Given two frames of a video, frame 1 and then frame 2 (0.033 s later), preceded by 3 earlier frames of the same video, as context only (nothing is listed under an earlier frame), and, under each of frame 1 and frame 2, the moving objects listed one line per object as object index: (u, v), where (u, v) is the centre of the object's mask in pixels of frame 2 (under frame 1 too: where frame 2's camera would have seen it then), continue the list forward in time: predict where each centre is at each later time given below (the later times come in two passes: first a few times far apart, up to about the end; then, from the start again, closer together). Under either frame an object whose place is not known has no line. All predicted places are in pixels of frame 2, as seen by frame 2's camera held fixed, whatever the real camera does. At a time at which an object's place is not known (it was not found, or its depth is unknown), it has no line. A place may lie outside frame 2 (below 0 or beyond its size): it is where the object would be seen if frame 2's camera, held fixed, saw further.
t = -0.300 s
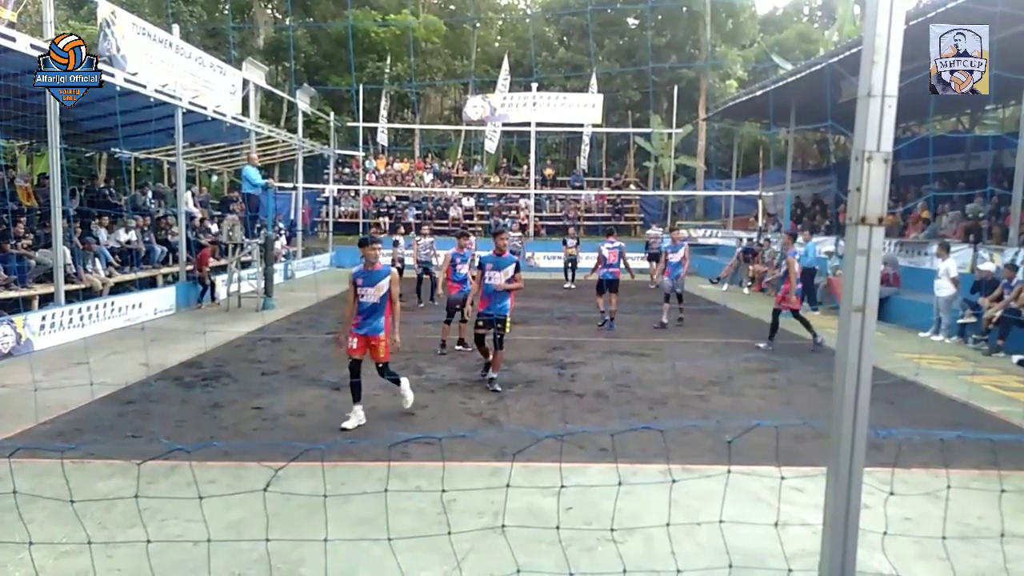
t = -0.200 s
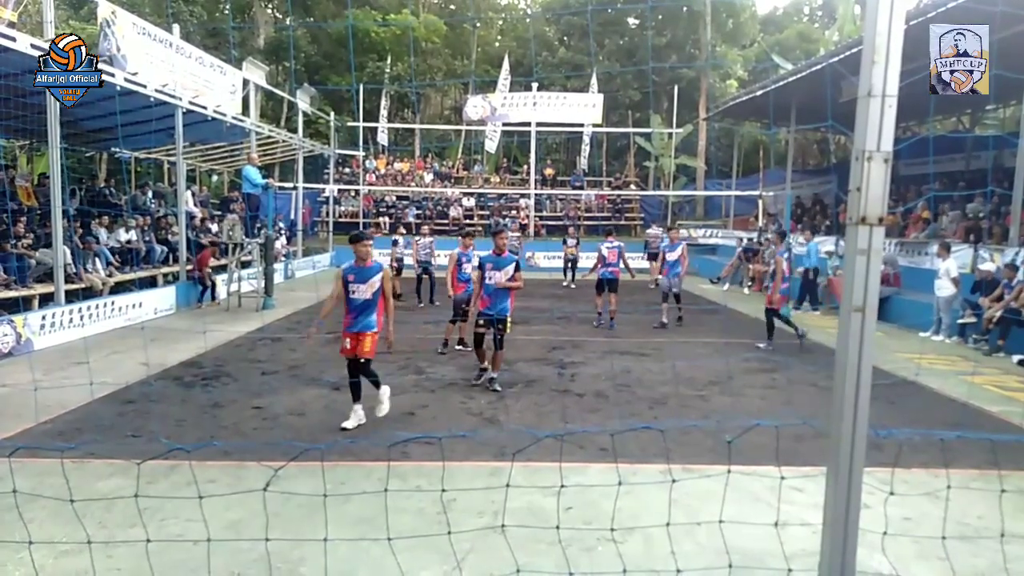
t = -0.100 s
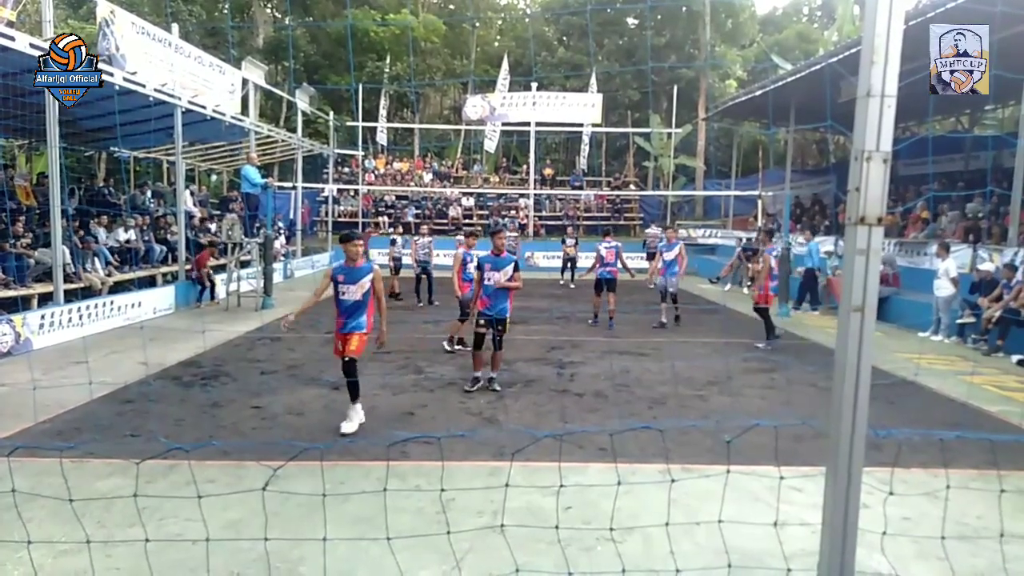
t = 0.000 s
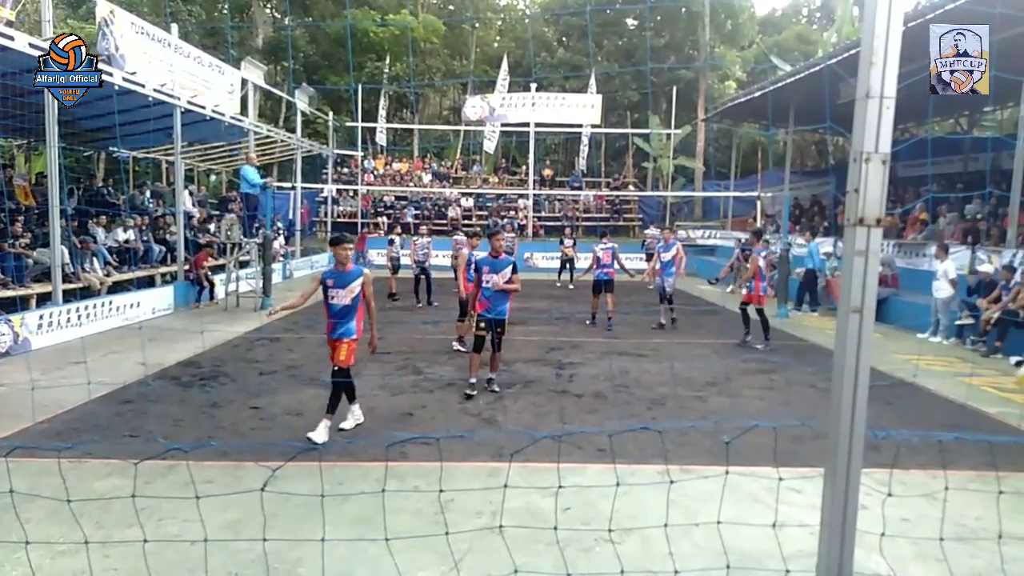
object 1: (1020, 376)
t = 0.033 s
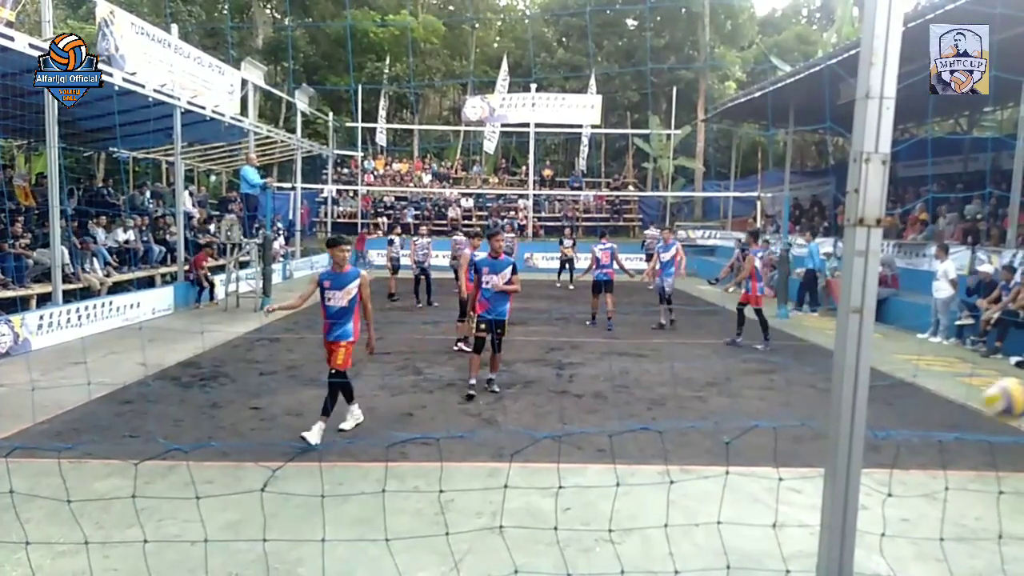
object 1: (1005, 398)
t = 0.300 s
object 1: (792, 494)
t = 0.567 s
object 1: (690, 358)
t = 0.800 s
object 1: (602, 341)
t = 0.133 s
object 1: (906, 471)
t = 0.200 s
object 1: (860, 532)
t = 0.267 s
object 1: (802, 519)
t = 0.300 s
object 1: (792, 494)
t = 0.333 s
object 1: (778, 467)
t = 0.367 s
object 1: (767, 447)
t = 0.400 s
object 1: (755, 427)
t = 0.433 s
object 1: (742, 408)
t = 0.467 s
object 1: (727, 392)
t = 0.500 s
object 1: (715, 379)
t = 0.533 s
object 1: (702, 367)
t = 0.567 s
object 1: (690, 358)
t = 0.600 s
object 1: (677, 350)
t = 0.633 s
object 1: (665, 344)
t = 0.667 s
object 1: (653, 340)
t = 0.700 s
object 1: (640, 337)
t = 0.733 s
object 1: (627, 337)
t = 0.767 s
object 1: (615, 338)
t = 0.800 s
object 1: (602, 341)
